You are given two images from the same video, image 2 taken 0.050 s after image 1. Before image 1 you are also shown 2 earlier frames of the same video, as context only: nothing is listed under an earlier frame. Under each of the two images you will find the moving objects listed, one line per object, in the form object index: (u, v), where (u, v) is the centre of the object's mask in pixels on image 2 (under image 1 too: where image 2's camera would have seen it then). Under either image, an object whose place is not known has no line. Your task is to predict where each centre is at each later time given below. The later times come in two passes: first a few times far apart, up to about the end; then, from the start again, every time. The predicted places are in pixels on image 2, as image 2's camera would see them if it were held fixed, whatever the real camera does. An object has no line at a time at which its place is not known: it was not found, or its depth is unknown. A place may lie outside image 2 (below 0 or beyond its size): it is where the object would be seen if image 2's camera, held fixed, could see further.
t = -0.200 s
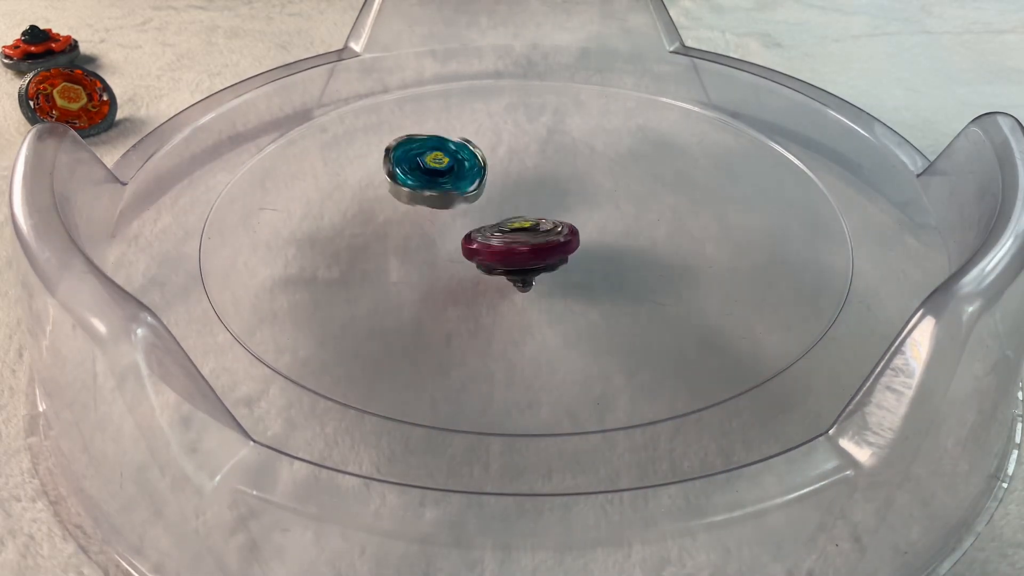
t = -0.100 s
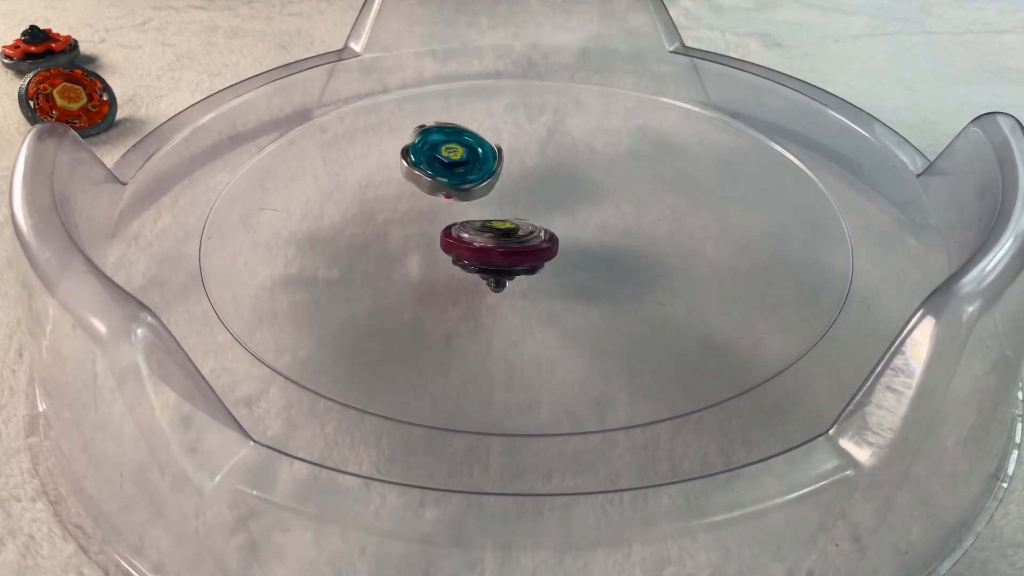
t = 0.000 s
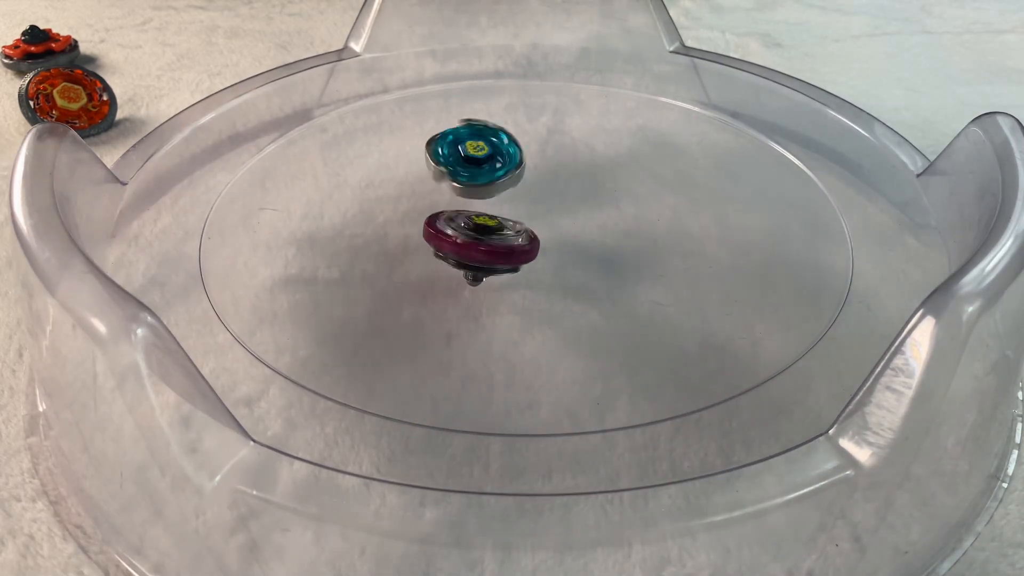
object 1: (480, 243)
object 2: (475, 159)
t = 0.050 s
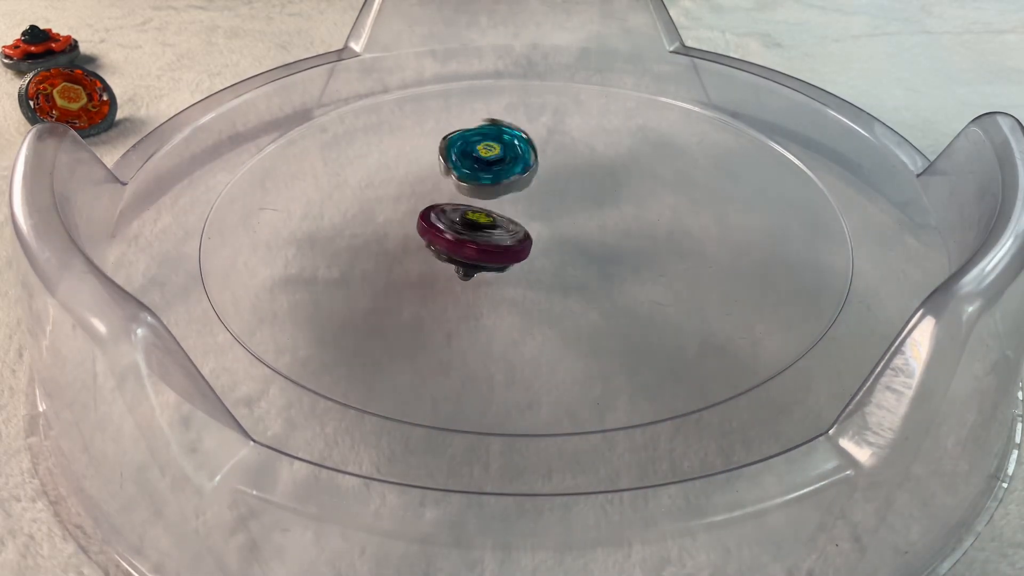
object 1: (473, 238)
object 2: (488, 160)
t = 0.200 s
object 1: (466, 221)
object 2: (538, 163)
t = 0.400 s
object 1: (486, 200)
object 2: (596, 169)
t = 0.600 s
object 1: (510, 194)
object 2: (647, 178)
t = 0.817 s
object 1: (547, 207)
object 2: (665, 186)
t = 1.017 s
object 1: (506, 224)
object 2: (628, 231)
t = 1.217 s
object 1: (460, 212)
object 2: (572, 253)
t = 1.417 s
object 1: (432, 188)
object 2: (530, 232)
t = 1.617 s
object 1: (444, 168)
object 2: (545, 203)
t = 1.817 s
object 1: (467, 165)
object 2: (607, 218)
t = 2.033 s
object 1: (505, 202)
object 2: (596, 248)
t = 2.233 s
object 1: (505, 204)
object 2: (503, 267)
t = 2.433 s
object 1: (509, 203)
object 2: (351, 281)
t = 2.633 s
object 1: (494, 191)
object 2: (363, 284)
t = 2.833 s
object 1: (504, 186)
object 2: (428, 279)
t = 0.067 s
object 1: (471, 236)
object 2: (494, 160)
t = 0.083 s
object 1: (470, 235)
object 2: (499, 160)
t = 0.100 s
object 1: (469, 233)
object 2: (504, 160)
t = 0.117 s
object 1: (467, 231)
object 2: (509, 161)
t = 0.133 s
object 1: (466, 229)
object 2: (515, 162)
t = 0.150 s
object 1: (466, 227)
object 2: (521, 162)
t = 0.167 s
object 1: (465, 225)
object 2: (526, 162)
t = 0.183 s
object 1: (465, 223)
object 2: (531, 163)
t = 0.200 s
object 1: (466, 221)
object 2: (538, 163)
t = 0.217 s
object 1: (466, 219)
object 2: (544, 164)
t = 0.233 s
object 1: (467, 217)
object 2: (549, 164)
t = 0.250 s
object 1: (468, 215)
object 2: (554, 164)
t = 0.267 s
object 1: (469, 213)
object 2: (560, 165)
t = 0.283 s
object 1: (470, 211)
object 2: (566, 165)
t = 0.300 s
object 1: (472, 209)
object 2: (571, 165)
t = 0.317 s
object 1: (474, 208)
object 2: (575, 166)
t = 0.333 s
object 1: (476, 206)
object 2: (580, 166)
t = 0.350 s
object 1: (478, 204)
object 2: (585, 167)
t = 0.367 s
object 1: (480, 203)
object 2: (590, 168)
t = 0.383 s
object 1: (483, 202)
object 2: (593, 168)
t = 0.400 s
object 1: (486, 200)
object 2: (596, 169)
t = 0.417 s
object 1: (489, 199)
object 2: (601, 169)
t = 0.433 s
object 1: (492, 198)
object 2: (604, 171)
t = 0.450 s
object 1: (495, 197)
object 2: (607, 172)
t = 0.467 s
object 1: (498, 196)
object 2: (610, 173)
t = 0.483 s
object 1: (502, 196)
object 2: (613, 174)
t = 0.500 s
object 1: (505, 195)
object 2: (615, 175)
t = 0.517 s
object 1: (509, 194)
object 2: (617, 177)
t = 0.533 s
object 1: (512, 194)
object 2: (619, 178)
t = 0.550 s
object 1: (510, 194)
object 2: (628, 178)
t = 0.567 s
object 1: (509, 194)
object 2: (636, 178)
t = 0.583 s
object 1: (509, 194)
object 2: (642, 178)
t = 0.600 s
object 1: (510, 194)
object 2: (647, 178)
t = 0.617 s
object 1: (513, 195)
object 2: (651, 178)
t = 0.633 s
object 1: (516, 195)
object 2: (656, 178)
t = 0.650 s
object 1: (519, 196)
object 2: (661, 179)
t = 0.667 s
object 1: (522, 196)
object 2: (665, 179)
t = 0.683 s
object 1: (525, 197)
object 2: (668, 180)
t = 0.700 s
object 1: (528, 198)
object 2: (671, 180)
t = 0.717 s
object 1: (531, 199)
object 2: (674, 180)
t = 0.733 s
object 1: (534, 200)
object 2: (675, 181)
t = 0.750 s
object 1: (537, 201)
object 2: (675, 181)
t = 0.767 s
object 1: (540, 203)
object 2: (673, 182)
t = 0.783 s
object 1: (542, 204)
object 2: (672, 182)
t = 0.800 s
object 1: (544, 206)
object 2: (669, 184)
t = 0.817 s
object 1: (547, 207)
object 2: (665, 186)
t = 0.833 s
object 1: (549, 209)
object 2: (661, 188)
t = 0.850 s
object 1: (550, 210)
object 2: (657, 191)
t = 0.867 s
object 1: (545, 212)
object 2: (656, 192)
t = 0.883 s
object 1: (539, 215)
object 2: (654, 197)
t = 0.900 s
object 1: (535, 216)
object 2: (650, 201)
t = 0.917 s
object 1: (531, 219)
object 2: (646, 205)
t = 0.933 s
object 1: (527, 220)
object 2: (643, 209)
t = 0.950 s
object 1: (524, 222)
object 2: (640, 212)
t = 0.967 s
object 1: (522, 223)
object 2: (637, 216)
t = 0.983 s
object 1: (519, 225)
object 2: (632, 220)
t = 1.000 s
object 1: (516, 225)
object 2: (629, 225)
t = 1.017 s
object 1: (506, 224)
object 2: (628, 231)
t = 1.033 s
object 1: (498, 227)
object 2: (625, 233)
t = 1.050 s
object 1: (491, 226)
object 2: (625, 237)
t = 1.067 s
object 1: (487, 221)
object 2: (622, 241)
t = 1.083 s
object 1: (482, 221)
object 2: (617, 244)
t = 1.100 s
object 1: (479, 219)
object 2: (612, 246)
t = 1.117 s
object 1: (475, 219)
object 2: (607, 248)
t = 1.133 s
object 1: (473, 217)
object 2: (603, 250)
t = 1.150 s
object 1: (470, 217)
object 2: (597, 250)
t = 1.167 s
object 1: (468, 215)
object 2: (592, 251)
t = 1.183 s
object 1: (466, 214)
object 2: (584, 251)
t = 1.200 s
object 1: (463, 213)
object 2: (577, 252)
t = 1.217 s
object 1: (460, 212)
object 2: (572, 253)
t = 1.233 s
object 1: (457, 211)
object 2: (567, 252)
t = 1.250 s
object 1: (454, 209)
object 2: (563, 252)
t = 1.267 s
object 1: (451, 208)
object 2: (556, 250)
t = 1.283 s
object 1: (448, 206)
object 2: (552, 249)
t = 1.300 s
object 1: (445, 204)
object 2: (546, 248)
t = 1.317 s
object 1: (442, 202)
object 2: (543, 246)
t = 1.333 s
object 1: (440, 200)
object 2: (538, 244)
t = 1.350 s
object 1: (438, 198)
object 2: (535, 242)
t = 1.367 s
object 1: (436, 196)
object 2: (531, 239)
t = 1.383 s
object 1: (435, 194)
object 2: (528, 237)
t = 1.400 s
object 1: (433, 191)
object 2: (530, 235)
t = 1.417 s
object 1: (432, 188)
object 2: (530, 232)
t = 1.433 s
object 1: (432, 186)
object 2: (527, 230)
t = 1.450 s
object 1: (432, 183)
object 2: (524, 227)
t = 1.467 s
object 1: (432, 181)
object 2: (523, 223)
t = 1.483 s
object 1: (432, 179)
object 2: (522, 219)
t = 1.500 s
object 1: (434, 178)
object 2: (524, 215)
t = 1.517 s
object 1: (436, 177)
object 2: (525, 213)
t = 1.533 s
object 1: (437, 175)
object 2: (526, 211)
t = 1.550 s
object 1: (438, 174)
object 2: (527, 208)
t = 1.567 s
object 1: (440, 173)
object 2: (529, 206)
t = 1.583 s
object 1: (442, 172)
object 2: (529, 203)
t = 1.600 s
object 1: (444, 171)
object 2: (533, 201)
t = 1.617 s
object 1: (444, 168)
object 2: (545, 203)
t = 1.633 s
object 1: (441, 162)
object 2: (556, 204)
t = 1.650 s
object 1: (439, 161)
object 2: (564, 203)
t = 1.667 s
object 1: (439, 158)
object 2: (573, 208)
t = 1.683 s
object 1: (440, 157)
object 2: (581, 209)
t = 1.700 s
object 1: (442, 157)
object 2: (587, 212)
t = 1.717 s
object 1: (445, 157)
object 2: (591, 214)
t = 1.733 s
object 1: (449, 157)
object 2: (593, 215)
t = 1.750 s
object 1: (453, 158)
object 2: (595, 215)
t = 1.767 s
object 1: (456, 159)
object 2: (598, 216)
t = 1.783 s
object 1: (460, 161)
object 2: (601, 216)
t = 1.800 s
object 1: (464, 163)
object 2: (604, 217)
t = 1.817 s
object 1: (467, 165)
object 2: (607, 218)
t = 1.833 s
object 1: (471, 166)
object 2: (609, 220)
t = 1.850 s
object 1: (475, 168)
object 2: (611, 221)
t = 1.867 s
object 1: (479, 171)
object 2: (613, 224)
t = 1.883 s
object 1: (482, 174)
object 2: (614, 227)
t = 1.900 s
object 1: (485, 176)
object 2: (614, 230)
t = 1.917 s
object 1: (489, 179)
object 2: (612, 233)
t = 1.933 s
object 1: (491, 182)
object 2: (611, 236)
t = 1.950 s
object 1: (494, 185)
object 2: (609, 238)
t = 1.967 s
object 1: (497, 188)
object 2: (608, 240)
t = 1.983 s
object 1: (499, 191)
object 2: (606, 242)
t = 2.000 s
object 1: (502, 195)
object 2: (604, 244)
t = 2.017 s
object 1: (503, 198)
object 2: (600, 246)
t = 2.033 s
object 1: (505, 202)
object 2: (596, 248)
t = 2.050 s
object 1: (506, 206)
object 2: (592, 249)
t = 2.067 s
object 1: (507, 209)
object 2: (587, 250)
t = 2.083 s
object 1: (506, 211)
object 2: (585, 253)
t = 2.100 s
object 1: (504, 211)
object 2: (582, 256)
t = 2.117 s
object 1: (501, 212)
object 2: (578, 257)
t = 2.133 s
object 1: (500, 213)
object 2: (573, 258)
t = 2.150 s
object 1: (499, 214)
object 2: (568, 258)
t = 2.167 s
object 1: (499, 210)
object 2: (558, 254)
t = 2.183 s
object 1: (498, 205)
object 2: (545, 248)
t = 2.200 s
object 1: (499, 204)
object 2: (530, 248)
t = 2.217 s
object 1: (502, 202)
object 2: (517, 261)
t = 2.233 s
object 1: (505, 204)
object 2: (503, 267)
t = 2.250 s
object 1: (506, 204)
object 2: (486, 264)
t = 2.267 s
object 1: (507, 201)
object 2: (470, 267)
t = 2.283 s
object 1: (508, 201)
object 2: (455, 277)
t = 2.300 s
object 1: (510, 207)
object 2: (438, 272)
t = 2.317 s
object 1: (510, 205)
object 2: (423, 270)
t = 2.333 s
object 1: (510, 204)
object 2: (409, 273)
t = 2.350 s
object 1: (510, 207)
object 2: (393, 277)
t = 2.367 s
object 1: (510, 206)
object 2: (383, 276)
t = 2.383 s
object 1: (510, 203)
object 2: (371, 277)
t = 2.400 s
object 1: (510, 205)
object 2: (362, 279)
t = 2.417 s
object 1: (509, 203)
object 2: (356, 280)
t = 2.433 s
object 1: (509, 203)
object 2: (351, 281)
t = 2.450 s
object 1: (508, 202)
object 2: (348, 284)
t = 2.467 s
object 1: (506, 202)
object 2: (347, 284)
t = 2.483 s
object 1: (504, 201)
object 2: (347, 286)
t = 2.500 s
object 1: (502, 200)
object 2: (347, 287)
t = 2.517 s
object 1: (500, 199)
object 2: (347, 288)
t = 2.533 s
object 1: (498, 197)
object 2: (347, 289)
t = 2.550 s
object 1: (497, 196)
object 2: (347, 290)
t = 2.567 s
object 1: (496, 195)
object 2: (348, 290)
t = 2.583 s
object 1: (496, 194)
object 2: (348, 289)
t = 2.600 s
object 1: (495, 193)
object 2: (350, 286)
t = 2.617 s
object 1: (495, 192)
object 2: (356, 285)
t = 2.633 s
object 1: (494, 191)
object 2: (363, 284)
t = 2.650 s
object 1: (494, 190)
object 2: (371, 284)
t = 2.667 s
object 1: (494, 189)
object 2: (379, 285)
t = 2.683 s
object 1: (495, 188)
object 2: (388, 287)
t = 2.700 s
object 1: (495, 187)
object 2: (398, 286)
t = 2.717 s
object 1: (496, 187)
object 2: (407, 286)
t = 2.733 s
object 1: (497, 186)
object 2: (414, 286)
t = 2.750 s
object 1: (498, 186)
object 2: (419, 285)
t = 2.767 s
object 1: (499, 186)
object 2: (423, 285)
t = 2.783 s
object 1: (500, 185)
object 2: (426, 283)
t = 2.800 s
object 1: (501, 185)
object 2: (427, 282)
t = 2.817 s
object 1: (503, 186)
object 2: (428, 280)
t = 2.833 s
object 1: (504, 186)
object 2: (428, 279)
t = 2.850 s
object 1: (505, 186)
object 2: (427, 278)
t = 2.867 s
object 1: (507, 187)
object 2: (426, 277)
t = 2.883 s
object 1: (508, 188)
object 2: (425, 276)
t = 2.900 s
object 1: (510, 188)
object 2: (423, 275)
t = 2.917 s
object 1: (511, 189)
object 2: (421, 274)
